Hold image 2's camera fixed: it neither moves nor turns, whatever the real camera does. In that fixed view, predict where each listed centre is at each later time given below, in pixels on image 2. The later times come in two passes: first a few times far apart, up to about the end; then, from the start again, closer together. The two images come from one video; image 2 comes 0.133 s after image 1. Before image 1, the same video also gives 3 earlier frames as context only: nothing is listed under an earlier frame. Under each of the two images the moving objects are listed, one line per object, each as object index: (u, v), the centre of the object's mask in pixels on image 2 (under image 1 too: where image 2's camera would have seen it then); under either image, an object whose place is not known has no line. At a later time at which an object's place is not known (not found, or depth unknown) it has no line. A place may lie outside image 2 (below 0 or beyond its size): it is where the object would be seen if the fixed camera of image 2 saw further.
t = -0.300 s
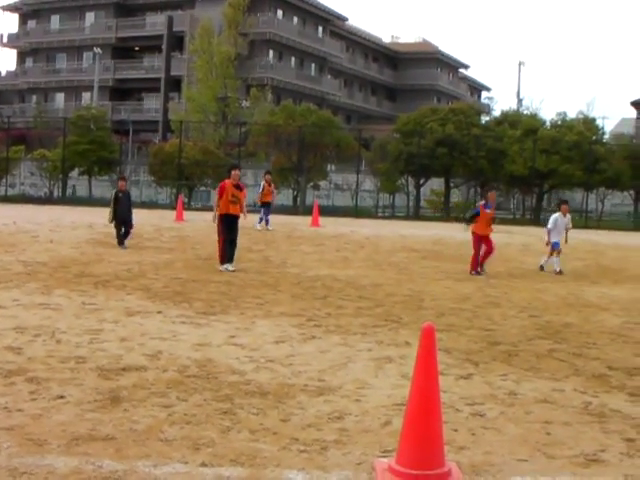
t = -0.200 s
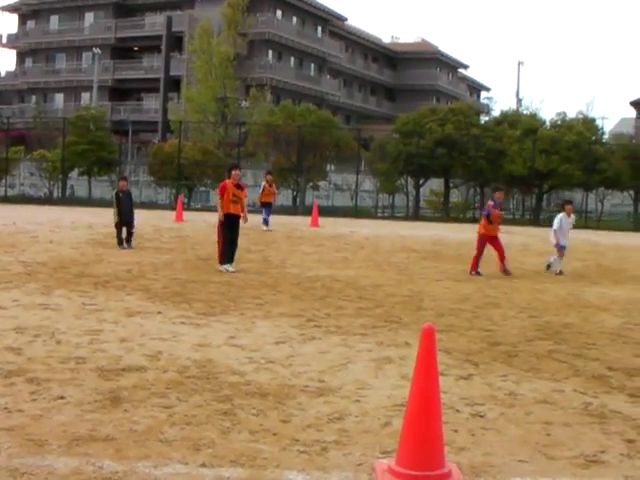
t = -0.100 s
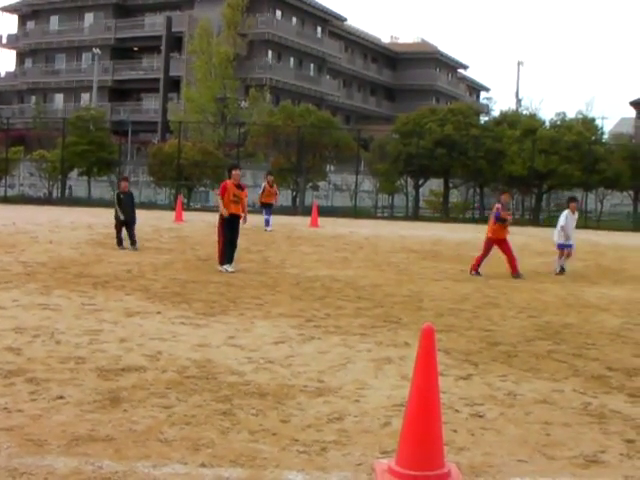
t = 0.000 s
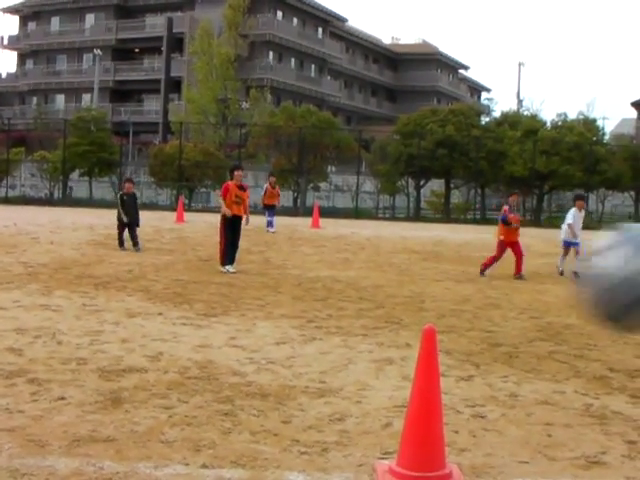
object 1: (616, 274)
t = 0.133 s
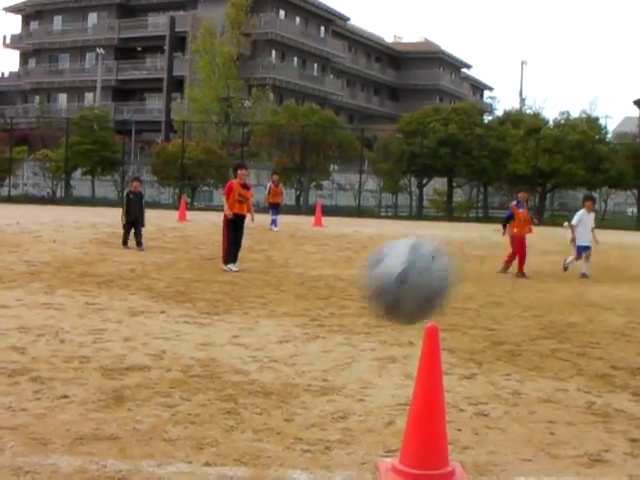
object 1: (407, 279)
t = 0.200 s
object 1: (328, 301)
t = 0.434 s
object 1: (145, 427)
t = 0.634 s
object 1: (81, 370)
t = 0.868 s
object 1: (23, 327)
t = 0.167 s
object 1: (366, 289)
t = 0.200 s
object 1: (328, 301)
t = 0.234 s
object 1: (293, 315)
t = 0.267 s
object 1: (262, 331)
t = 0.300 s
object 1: (233, 348)
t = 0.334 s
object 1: (208, 367)
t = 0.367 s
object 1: (185, 387)
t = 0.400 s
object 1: (164, 407)
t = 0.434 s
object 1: (145, 427)
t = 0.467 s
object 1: (127, 450)
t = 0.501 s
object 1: (114, 448)
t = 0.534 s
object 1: (106, 425)
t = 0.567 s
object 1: (97, 404)
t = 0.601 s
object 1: (90, 387)
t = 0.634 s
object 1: (81, 370)
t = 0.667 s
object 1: (72, 356)
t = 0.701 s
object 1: (65, 346)
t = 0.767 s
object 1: (48, 330)
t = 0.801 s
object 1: (39, 326)
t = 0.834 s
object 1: (30, 326)
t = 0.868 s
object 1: (23, 327)
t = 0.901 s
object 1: (14, 331)
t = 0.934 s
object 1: (7, 336)
